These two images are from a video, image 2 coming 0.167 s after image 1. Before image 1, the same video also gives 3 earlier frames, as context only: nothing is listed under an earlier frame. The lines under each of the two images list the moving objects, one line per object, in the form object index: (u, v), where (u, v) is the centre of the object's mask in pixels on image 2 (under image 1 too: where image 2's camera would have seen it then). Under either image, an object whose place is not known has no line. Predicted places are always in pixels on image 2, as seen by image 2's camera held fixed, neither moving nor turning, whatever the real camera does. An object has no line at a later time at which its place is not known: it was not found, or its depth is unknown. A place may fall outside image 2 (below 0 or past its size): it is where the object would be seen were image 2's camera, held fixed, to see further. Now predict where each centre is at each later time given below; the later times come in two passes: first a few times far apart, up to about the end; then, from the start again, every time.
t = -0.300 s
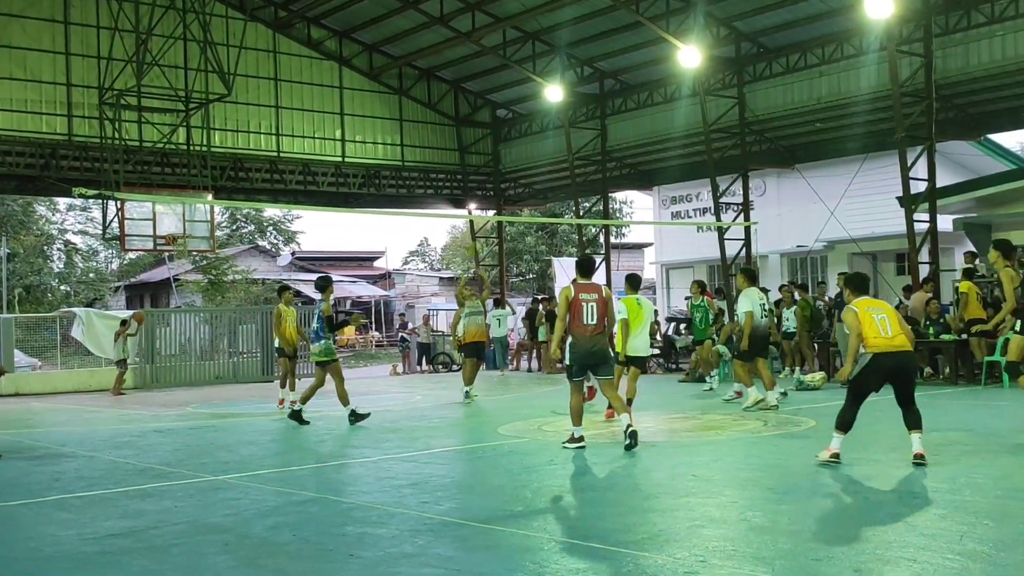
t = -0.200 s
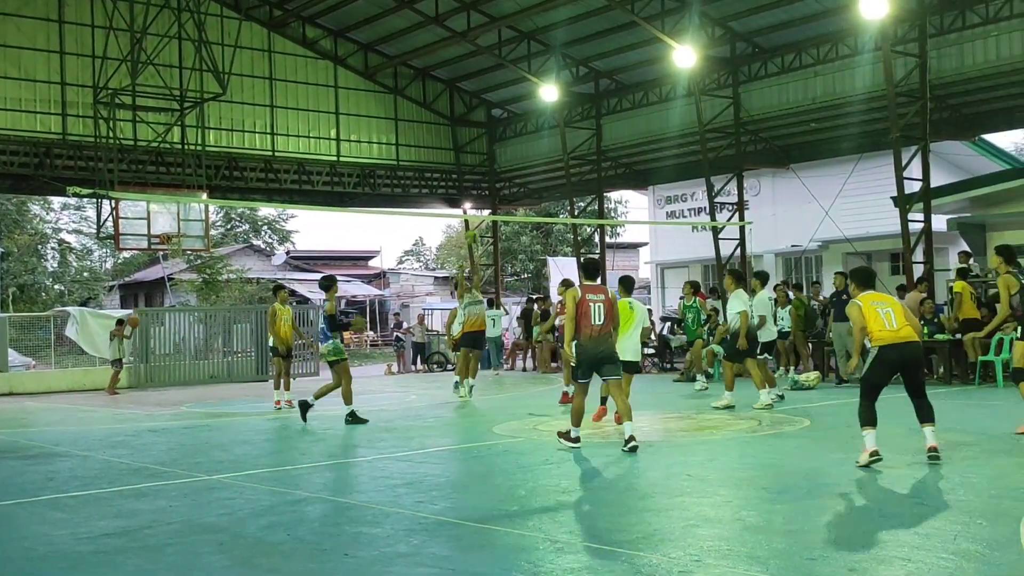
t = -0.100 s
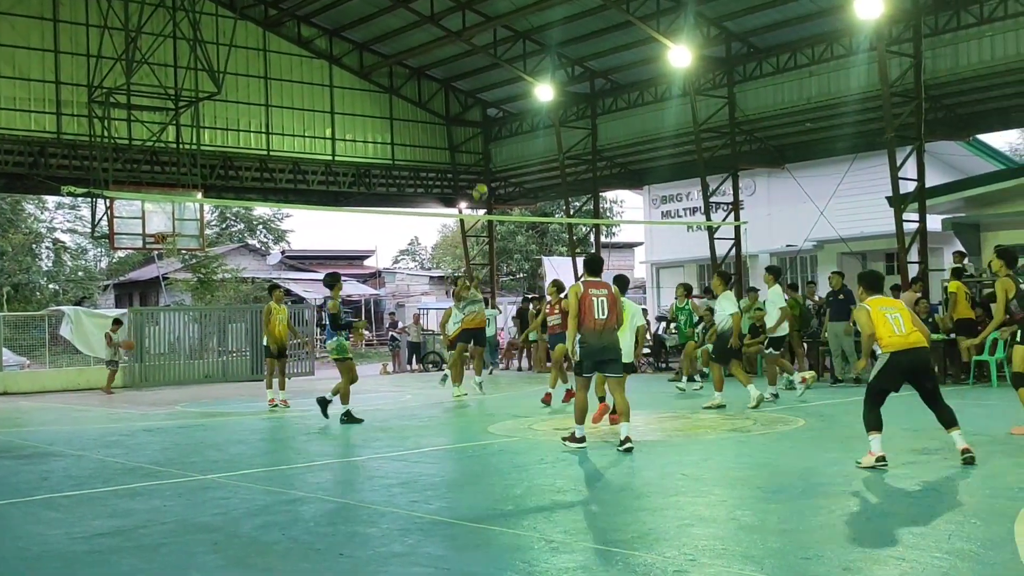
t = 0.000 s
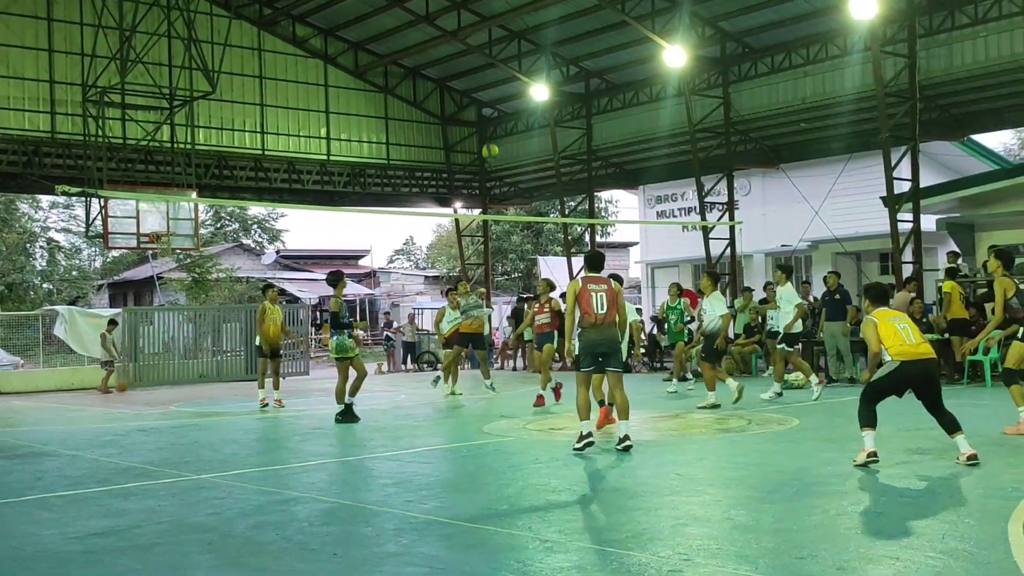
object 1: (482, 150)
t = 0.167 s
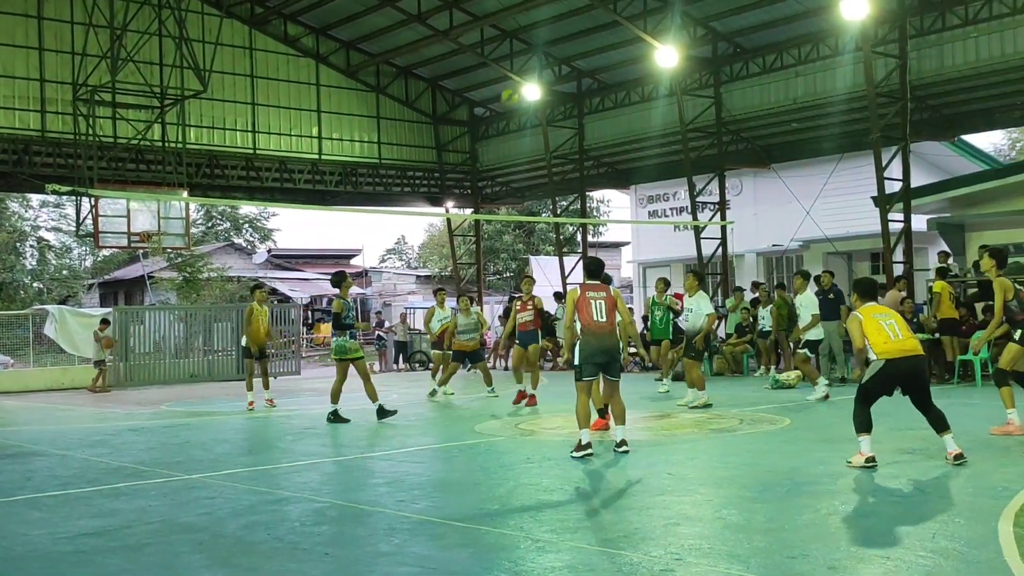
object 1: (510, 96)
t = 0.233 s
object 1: (519, 79)
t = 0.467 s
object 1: (569, 42)
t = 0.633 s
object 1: (606, 41)
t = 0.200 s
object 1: (515, 83)
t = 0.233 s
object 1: (519, 79)
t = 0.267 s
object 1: (528, 70)
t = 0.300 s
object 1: (536, 63)
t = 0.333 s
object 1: (540, 61)
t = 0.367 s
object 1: (548, 54)
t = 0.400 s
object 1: (556, 48)
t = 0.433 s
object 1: (560, 46)
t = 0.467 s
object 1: (569, 42)
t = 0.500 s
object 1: (578, 39)
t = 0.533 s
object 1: (582, 39)
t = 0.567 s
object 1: (592, 38)
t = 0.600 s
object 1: (601, 39)
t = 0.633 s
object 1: (606, 41)
